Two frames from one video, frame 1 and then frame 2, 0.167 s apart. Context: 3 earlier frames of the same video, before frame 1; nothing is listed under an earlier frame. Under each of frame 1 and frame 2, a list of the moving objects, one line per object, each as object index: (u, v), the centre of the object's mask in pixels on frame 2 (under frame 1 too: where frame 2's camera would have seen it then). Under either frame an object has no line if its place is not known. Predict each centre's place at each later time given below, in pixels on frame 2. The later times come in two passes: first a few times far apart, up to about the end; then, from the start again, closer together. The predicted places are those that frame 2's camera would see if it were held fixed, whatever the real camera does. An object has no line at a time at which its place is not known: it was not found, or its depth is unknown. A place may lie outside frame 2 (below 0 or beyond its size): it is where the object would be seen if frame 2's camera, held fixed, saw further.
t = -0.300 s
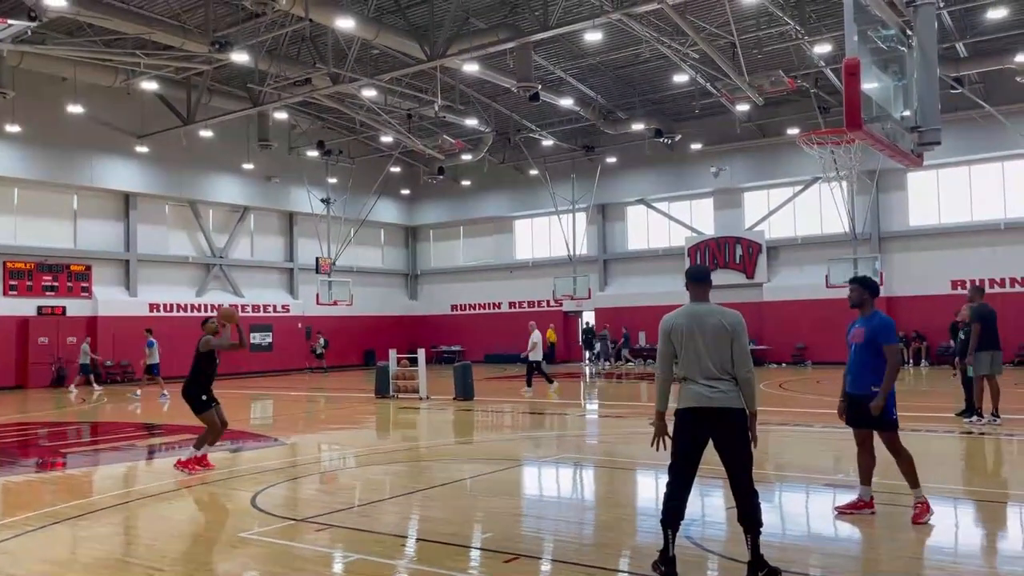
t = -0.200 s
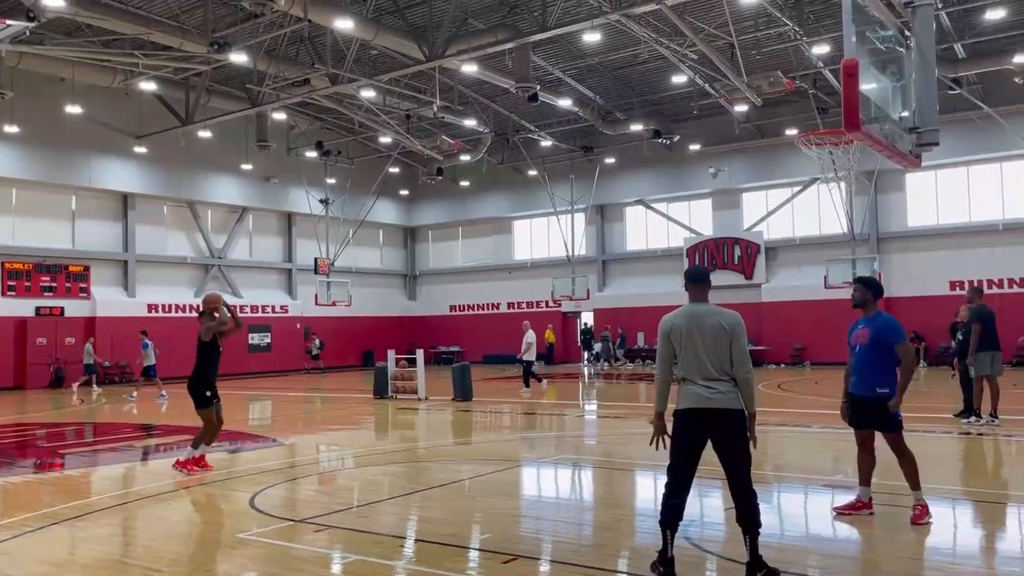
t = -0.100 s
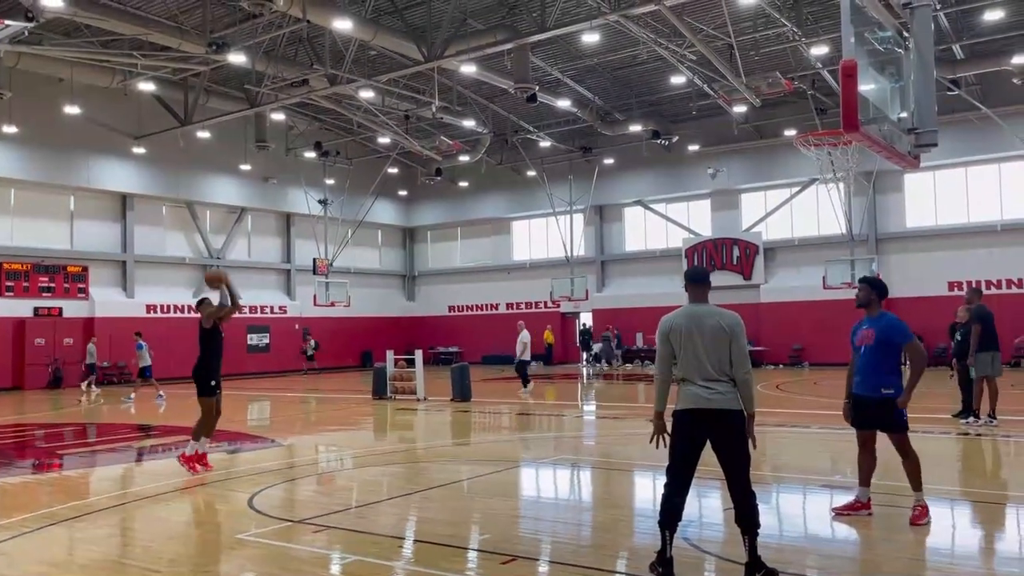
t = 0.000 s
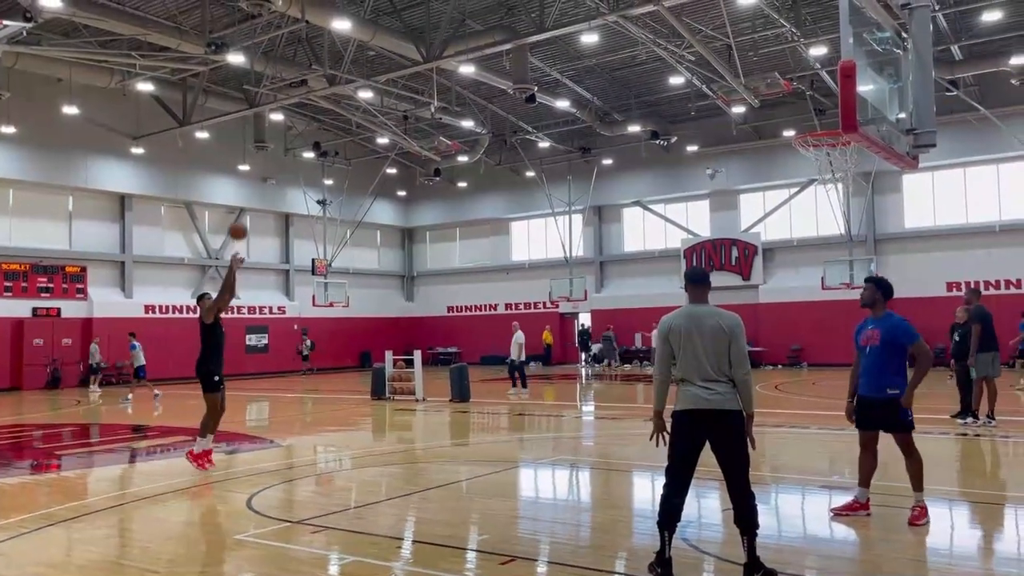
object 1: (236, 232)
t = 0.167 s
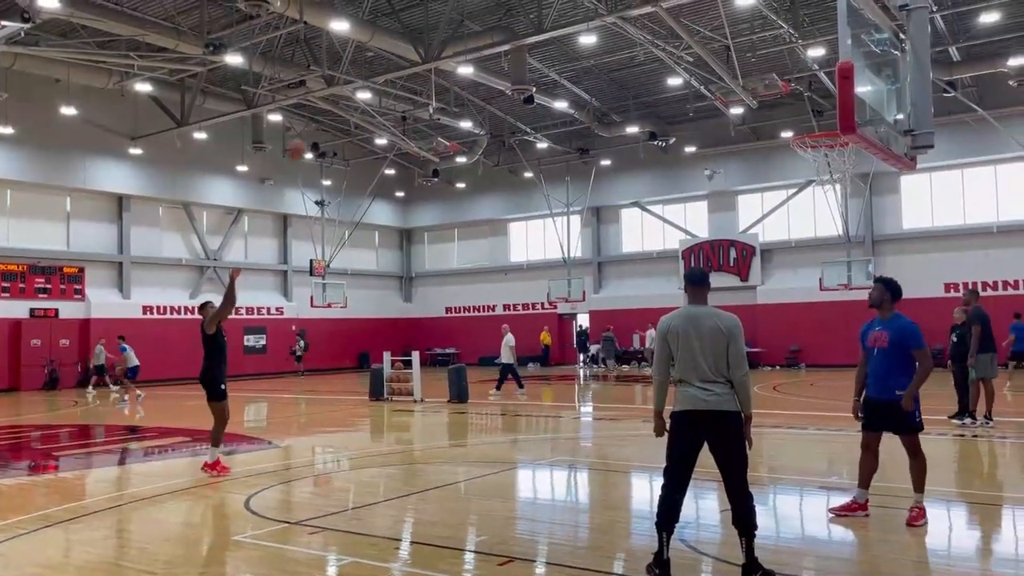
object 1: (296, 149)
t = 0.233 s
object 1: (322, 123)
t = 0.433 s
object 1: (403, 58)
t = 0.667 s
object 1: (513, 22)
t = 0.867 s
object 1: (623, 31)
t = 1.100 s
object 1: (776, 104)
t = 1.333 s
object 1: (892, 207)
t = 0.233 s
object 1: (322, 123)
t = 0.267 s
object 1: (335, 109)
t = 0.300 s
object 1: (348, 101)
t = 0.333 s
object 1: (362, 86)
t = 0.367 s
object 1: (375, 75)
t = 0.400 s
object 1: (390, 66)
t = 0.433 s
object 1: (403, 58)
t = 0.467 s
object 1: (419, 50)
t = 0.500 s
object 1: (433, 43)
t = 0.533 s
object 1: (449, 37)
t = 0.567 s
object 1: (464, 31)
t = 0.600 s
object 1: (480, 27)
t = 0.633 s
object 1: (497, 24)
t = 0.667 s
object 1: (513, 22)
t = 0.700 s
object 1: (531, 21)
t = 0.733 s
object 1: (548, 20)
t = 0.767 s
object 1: (567, 21)
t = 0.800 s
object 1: (586, 22)
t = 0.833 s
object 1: (605, 25)
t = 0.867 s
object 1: (623, 31)
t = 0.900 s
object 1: (643, 38)
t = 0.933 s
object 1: (664, 46)
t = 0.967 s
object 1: (685, 54)
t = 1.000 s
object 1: (707, 63)
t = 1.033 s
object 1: (730, 77)
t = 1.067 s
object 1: (753, 90)
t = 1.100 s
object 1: (776, 104)
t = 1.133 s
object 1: (799, 121)
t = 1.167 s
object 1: (824, 146)
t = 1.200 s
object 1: (849, 163)
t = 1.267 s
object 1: (871, 182)
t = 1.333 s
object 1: (892, 207)
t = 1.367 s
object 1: (903, 223)
